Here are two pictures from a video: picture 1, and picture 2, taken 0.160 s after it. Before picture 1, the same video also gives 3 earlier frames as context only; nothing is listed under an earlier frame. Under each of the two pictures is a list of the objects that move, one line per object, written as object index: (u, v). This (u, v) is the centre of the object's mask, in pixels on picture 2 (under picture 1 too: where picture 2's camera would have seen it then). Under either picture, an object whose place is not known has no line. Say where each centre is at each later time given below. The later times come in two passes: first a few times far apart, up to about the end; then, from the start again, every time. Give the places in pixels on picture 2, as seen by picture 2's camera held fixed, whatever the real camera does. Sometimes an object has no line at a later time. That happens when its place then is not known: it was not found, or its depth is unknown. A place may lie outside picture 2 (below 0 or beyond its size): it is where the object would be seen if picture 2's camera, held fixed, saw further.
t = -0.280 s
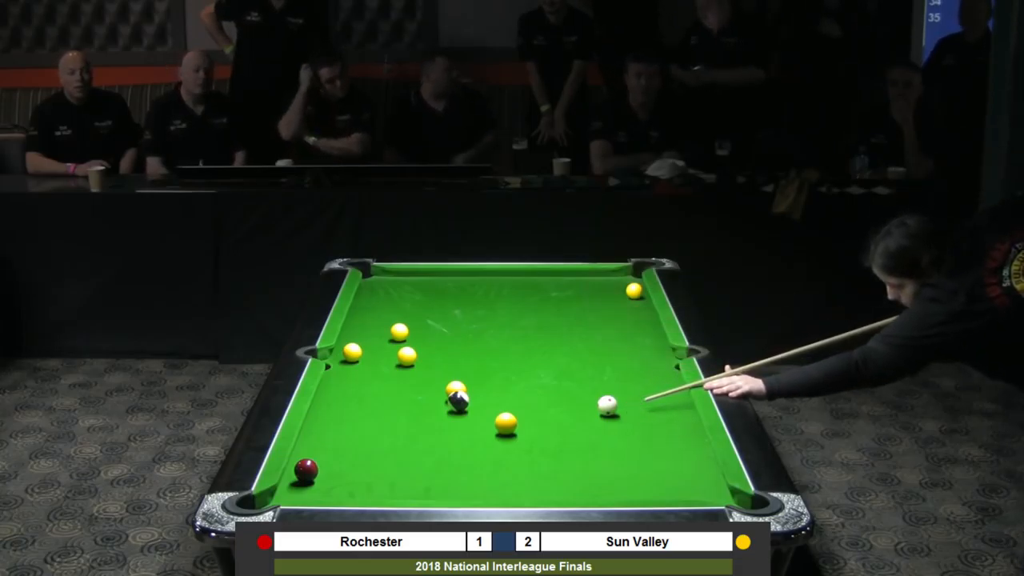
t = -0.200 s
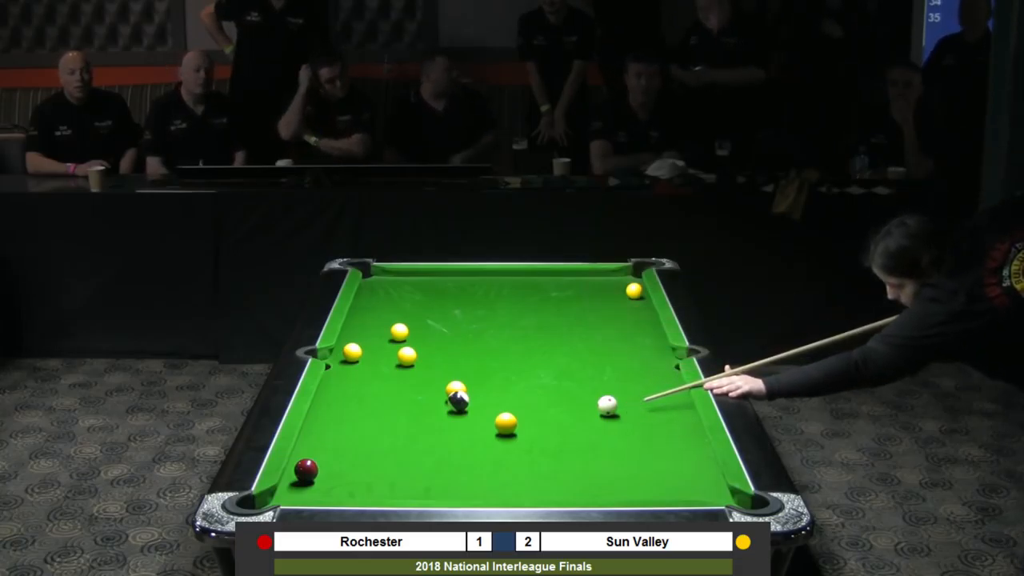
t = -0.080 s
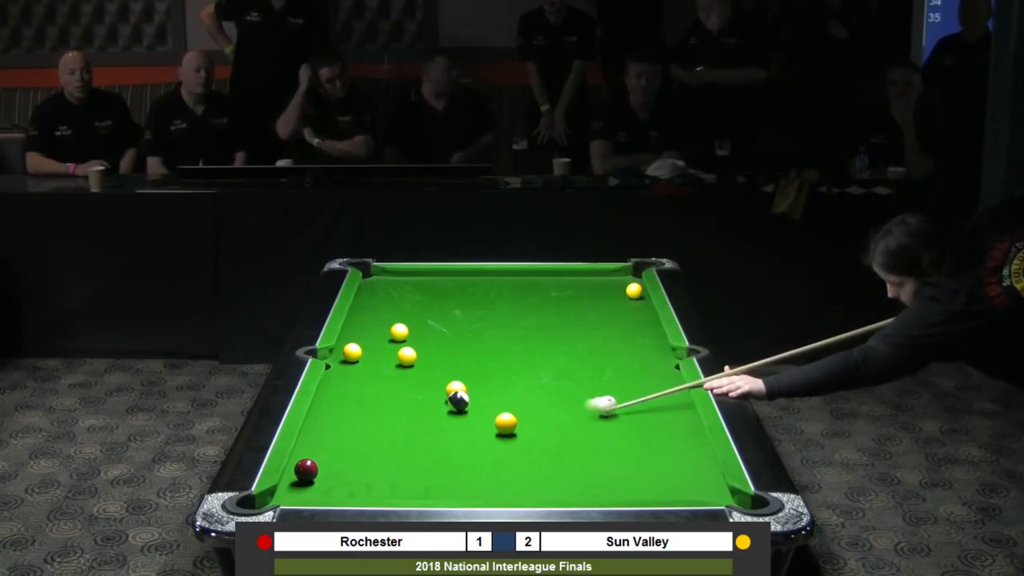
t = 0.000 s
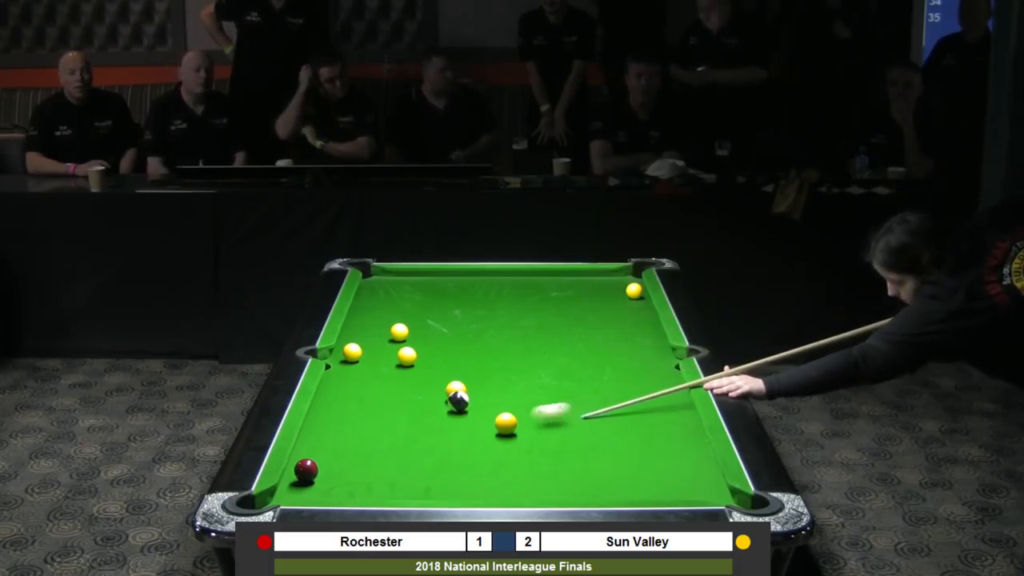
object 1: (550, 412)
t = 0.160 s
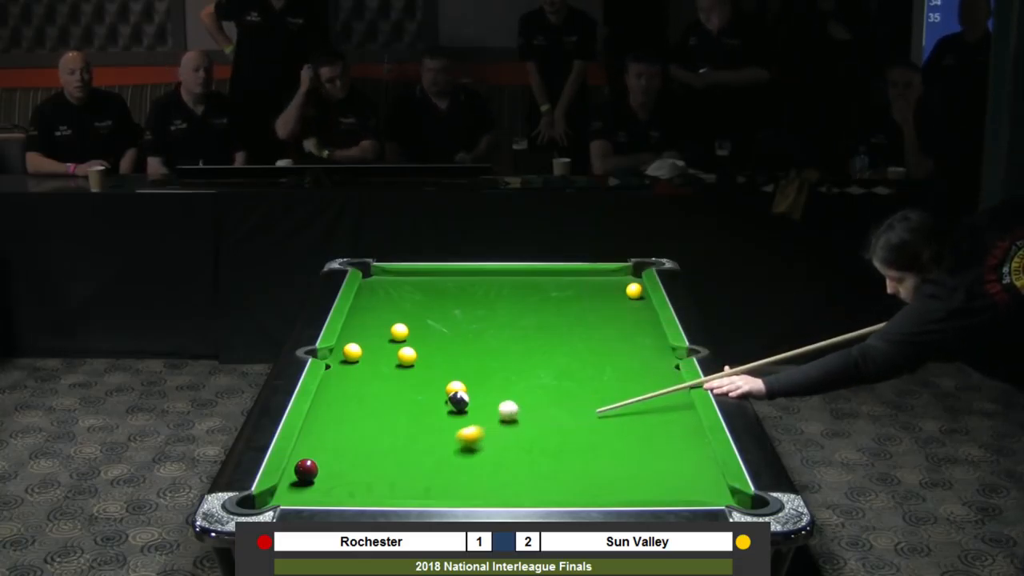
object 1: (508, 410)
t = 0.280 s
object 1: (503, 403)
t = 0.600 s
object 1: (489, 387)
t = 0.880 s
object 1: (479, 375)
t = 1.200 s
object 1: (468, 362)
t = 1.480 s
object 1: (460, 353)
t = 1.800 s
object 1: (451, 345)
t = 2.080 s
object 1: (444, 338)
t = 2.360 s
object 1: (438, 333)
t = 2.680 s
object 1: (432, 328)
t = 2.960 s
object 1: (428, 325)
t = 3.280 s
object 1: (424, 323)
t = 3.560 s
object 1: (422, 321)
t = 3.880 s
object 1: (421, 321)
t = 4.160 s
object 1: (421, 321)
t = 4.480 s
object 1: (421, 321)
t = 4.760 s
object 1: (421, 321)
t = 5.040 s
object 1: (421, 321)
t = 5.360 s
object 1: (421, 321)
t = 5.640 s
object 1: (421, 321)
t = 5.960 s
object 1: (421, 321)
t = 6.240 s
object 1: (421, 321)
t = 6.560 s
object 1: (421, 321)
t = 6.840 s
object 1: (421, 321)
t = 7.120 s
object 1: (421, 321)
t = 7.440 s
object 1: (421, 321)
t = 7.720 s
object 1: (421, 321)
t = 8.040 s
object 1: (421, 321)
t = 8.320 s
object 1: (421, 321)
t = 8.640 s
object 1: (421, 321)
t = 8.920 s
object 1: (421, 321)
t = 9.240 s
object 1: (421, 321)
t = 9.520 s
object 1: (421, 321)
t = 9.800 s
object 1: (421, 321)
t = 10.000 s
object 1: (421, 321)
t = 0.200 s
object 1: (506, 408)
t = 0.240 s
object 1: (504, 406)
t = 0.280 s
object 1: (503, 403)
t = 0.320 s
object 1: (501, 401)
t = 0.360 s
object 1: (499, 399)
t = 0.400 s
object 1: (498, 397)
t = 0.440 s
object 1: (496, 395)
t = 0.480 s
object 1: (494, 393)
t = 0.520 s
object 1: (493, 391)
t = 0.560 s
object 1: (491, 389)
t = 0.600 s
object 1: (489, 387)
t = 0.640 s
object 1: (488, 385)
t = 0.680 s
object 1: (486, 383)
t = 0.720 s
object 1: (485, 381)
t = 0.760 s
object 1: (483, 379)
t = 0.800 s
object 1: (481, 378)
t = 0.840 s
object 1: (480, 376)
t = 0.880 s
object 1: (479, 375)
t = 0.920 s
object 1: (477, 373)
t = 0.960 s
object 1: (476, 371)
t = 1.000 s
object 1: (475, 370)
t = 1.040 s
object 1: (473, 368)
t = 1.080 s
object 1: (472, 367)
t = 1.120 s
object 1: (470, 365)
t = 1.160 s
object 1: (469, 364)
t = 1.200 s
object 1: (468, 362)
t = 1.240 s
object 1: (467, 361)
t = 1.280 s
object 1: (465, 360)
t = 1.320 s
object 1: (464, 359)
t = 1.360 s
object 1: (463, 357)
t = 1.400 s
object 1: (462, 356)
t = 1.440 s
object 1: (461, 355)
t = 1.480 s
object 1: (460, 353)
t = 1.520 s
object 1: (458, 352)
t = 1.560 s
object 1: (457, 351)
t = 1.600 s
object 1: (456, 350)
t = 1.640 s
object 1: (455, 349)
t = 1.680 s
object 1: (454, 348)
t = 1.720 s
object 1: (453, 347)
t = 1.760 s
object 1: (452, 346)
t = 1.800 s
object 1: (451, 345)
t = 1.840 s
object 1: (450, 344)
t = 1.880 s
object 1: (449, 343)
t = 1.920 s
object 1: (448, 342)
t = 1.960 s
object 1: (447, 341)
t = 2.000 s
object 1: (446, 340)
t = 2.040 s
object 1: (445, 339)
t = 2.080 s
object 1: (444, 338)
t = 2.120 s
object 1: (443, 338)
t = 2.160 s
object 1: (442, 337)
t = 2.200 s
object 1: (441, 336)
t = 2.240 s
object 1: (440, 335)
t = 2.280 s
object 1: (439, 335)
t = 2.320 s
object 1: (438, 334)
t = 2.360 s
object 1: (438, 333)
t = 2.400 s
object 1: (437, 333)
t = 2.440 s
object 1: (436, 332)
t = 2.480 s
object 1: (435, 331)
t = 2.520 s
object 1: (435, 331)
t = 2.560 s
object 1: (434, 330)
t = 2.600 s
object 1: (433, 330)
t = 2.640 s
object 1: (433, 329)
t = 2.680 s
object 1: (432, 328)
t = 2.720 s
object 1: (431, 328)
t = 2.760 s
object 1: (431, 327)
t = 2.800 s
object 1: (430, 327)
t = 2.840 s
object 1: (429, 327)
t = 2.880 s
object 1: (429, 326)
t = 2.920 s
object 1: (428, 326)
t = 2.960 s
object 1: (428, 325)
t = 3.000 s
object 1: (427, 325)
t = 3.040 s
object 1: (427, 325)
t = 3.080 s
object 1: (427, 324)
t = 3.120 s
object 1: (426, 324)
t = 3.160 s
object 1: (426, 323)
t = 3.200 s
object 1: (425, 323)
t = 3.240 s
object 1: (425, 323)
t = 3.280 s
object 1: (424, 323)
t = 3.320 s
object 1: (424, 322)
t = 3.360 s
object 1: (424, 322)
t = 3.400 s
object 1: (423, 322)
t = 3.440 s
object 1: (423, 322)
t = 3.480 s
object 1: (422, 322)
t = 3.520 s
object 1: (422, 322)
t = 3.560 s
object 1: (422, 321)
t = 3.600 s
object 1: (421, 321)
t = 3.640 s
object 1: (421, 321)
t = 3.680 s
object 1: (421, 321)
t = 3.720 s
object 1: (421, 321)
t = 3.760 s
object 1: (421, 321)
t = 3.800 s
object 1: (421, 321)
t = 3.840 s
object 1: (421, 321)
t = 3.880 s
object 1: (421, 321)
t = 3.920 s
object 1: (421, 321)
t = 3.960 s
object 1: (421, 321)
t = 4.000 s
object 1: (421, 321)
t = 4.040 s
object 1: (421, 321)
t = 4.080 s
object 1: (421, 321)
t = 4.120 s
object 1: (421, 321)
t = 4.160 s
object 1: (421, 321)
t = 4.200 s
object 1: (421, 321)
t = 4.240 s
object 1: (421, 321)
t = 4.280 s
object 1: (421, 321)
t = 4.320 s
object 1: (421, 321)
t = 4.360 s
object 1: (421, 321)
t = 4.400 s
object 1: (421, 321)
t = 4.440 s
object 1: (421, 321)
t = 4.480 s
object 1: (421, 321)
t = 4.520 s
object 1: (421, 321)
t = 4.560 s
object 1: (421, 321)
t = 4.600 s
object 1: (421, 321)
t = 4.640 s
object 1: (421, 321)
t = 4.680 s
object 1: (421, 321)
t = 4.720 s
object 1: (421, 321)
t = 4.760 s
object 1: (421, 321)
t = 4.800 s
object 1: (421, 321)
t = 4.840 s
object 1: (421, 321)
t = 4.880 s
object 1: (421, 321)
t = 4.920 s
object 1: (421, 321)
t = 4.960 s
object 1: (421, 321)
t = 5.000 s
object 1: (421, 321)
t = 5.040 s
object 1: (421, 321)
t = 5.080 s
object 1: (421, 321)
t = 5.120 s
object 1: (421, 321)
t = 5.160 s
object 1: (421, 321)
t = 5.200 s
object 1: (421, 321)
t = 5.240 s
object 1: (421, 321)
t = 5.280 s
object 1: (421, 321)
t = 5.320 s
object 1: (421, 321)
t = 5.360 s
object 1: (421, 321)
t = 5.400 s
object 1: (421, 321)
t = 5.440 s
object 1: (421, 321)
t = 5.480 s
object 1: (421, 321)
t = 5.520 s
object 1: (421, 321)
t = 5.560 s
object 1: (421, 321)
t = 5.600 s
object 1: (421, 321)
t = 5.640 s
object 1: (421, 321)
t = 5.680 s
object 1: (421, 321)
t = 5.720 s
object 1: (421, 321)
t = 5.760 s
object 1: (421, 321)
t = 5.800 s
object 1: (421, 321)
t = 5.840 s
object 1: (421, 321)
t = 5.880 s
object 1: (421, 321)
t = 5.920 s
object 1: (421, 321)
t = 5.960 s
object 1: (421, 321)
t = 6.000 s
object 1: (421, 321)
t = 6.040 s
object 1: (421, 321)
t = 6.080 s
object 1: (421, 321)
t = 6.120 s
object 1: (421, 321)
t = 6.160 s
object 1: (421, 321)
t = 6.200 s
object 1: (421, 321)
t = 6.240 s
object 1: (421, 321)
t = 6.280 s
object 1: (421, 321)
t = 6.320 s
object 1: (421, 321)
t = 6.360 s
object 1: (421, 321)
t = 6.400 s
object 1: (421, 321)
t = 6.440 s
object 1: (421, 321)
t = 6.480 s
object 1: (421, 321)
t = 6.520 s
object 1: (421, 321)
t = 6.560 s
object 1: (421, 321)
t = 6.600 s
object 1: (421, 321)
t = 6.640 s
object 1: (421, 321)
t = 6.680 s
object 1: (421, 321)
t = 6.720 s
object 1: (421, 321)
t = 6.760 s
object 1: (421, 321)
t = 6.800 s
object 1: (421, 321)
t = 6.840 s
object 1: (421, 321)
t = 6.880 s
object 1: (421, 321)
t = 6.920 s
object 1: (421, 321)
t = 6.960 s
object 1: (421, 321)
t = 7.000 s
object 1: (421, 321)
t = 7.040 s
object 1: (421, 321)
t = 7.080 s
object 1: (421, 321)
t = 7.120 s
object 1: (421, 321)
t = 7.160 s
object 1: (421, 321)
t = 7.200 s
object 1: (421, 321)
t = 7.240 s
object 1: (421, 321)
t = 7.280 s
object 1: (421, 321)
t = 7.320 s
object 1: (421, 321)
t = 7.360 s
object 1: (421, 321)
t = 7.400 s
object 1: (421, 321)
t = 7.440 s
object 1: (421, 321)
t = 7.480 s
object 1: (421, 321)
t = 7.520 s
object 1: (421, 321)
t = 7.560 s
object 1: (421, 321)
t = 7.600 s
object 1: (421, 321)
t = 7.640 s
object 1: (421, 321)
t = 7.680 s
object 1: (421, 321)
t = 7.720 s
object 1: (421, 321)
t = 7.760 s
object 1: (421, 321)
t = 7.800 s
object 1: (421, 321)
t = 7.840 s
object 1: (421, 321)
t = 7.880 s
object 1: (421, 321)
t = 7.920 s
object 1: (421, 321)
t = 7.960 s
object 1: (421, 321)
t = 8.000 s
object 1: (421, 321)
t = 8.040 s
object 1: (421, 321)
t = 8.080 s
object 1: (421, 321)
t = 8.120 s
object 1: (421, 321)
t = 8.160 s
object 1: (421, 321)
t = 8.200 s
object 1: (421, 321)
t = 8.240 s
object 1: (421, 321)
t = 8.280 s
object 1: (421, 321)
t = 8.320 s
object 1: (421, 321)
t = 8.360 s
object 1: (421, 321)
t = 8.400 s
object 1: (421, 321)
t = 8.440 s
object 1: (421, 321)
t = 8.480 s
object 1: (421, 321)
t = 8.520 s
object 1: (421, 321)
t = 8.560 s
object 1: (421, 321)
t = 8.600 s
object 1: (421, 321)
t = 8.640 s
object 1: (421, 321)
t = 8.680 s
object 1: (421, 321)
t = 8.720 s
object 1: (421, 321)
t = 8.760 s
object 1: (421, 321)
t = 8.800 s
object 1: (421, 321)
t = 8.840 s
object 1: (421, 321)
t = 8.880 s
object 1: (421, 321)
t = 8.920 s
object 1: (421, 321)
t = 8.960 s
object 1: (421, 321)
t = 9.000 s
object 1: (421, 321)
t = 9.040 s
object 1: (421, 321)
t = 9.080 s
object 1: (421, 321)
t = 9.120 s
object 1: (421, 321)
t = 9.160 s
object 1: (421, 321)
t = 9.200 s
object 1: (421, 321)
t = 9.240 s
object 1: (421, 321)
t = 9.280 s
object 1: (421, 321)
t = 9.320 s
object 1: (421, 321)
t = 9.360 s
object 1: (421, 321)
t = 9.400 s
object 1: (421, 321)
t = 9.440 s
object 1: (421, 321)
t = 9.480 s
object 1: (421, 321)
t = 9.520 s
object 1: (421, 321)
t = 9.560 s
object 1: (421, 321)
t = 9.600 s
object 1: (421, 321)
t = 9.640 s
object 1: (421, 321)
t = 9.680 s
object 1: (421, 321)
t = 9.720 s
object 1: (421, 321)
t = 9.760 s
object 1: (421, 321)
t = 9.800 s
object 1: (421, 321)
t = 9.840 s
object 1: (421, 321)
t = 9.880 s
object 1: (421, 321)
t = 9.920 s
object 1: (421, 321)
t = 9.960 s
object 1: (421, 321)
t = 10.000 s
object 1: (421, 321)
